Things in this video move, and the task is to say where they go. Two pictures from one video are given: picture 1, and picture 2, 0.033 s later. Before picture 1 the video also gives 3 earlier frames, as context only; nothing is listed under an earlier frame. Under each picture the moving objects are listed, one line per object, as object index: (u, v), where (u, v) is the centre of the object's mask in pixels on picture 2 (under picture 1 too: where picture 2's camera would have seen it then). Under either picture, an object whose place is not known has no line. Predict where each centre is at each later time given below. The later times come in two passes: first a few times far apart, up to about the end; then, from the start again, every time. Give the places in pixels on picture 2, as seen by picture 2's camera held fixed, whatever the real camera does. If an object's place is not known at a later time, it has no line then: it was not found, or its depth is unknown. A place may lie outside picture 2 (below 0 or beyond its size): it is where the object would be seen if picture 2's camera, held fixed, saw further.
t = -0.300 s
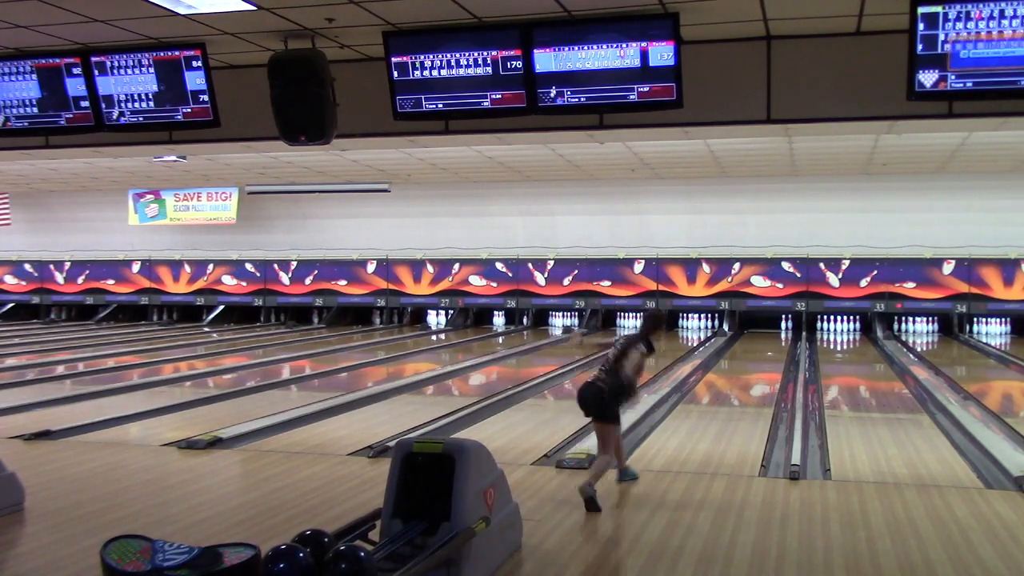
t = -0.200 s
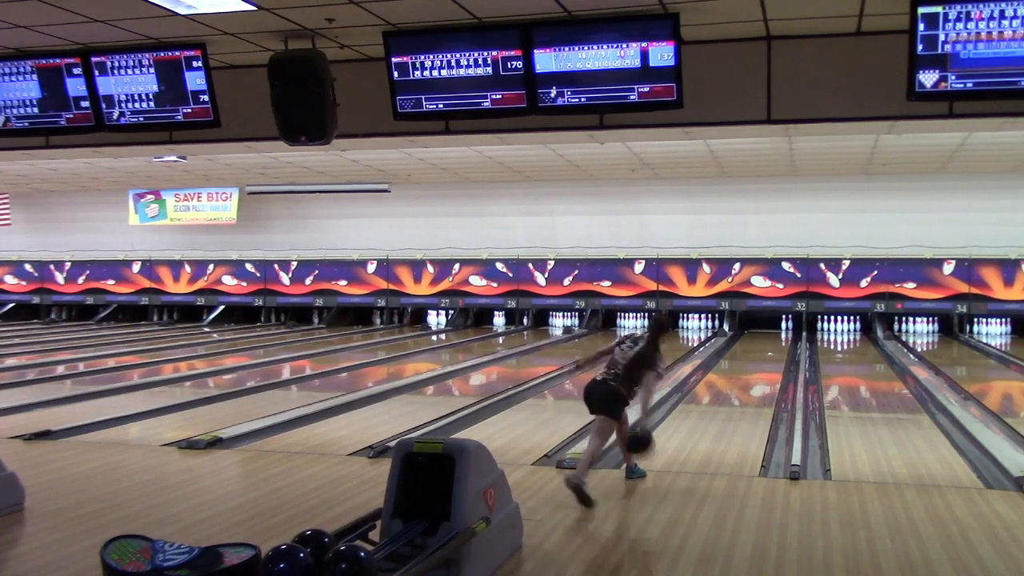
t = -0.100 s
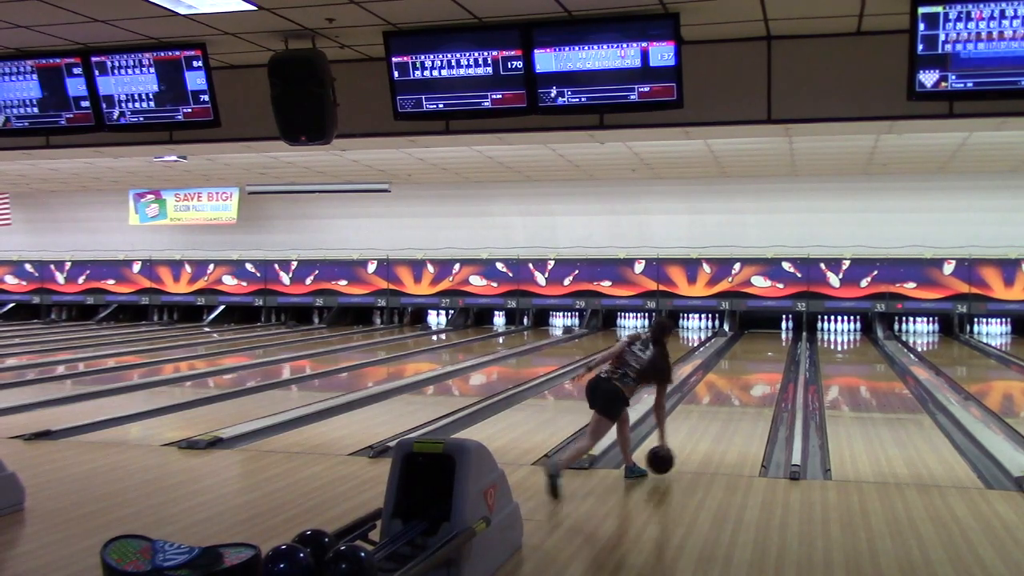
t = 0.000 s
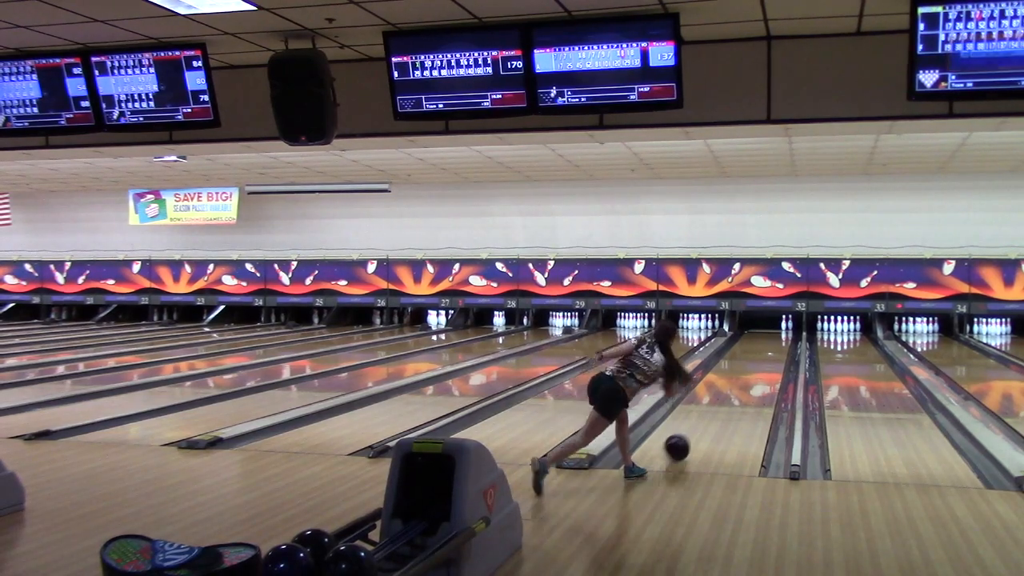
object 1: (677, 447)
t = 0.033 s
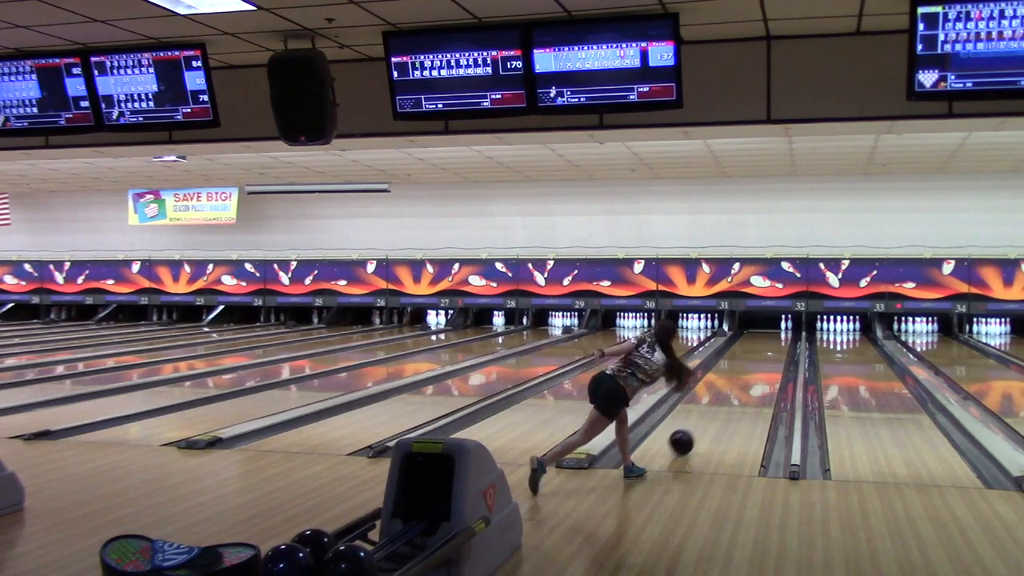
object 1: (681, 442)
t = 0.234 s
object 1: (705, 417)
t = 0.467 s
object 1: (726, 395)
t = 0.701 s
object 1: (741, 379)
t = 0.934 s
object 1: (753, 367)
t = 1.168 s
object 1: (762, 357)
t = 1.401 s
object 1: (769, 349)
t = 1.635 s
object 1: (775, 342)
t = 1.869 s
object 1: (779, 336)
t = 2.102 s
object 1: (783, 332)
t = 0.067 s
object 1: (686, 437)
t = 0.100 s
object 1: (690, 433)
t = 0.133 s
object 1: (695, 428)
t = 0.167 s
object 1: (698, 424)
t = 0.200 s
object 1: (702, 420)
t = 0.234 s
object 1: (705, 417)
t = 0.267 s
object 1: (709, 413)
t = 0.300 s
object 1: (712, 410)
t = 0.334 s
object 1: (715, 407)
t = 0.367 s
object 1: (718, 403)
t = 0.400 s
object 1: (721, 400)
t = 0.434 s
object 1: (723, 398)
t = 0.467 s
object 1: (726, 395)
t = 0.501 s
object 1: (729, 392)
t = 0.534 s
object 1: (731, 390)
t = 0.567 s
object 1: (733, 388)
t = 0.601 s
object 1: (735, 385)
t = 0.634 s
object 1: (737, 383)
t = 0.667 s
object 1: (739, 381)
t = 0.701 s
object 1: (741, 379)
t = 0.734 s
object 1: (743, 377)
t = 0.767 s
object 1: (745, 375)
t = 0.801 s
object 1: (746, 373)
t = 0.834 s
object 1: (748, 372)
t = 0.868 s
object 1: (750, 370)
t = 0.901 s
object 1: (751, 368)
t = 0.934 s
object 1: (753, 367)
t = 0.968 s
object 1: (754, 365)
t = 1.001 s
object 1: (755, 364)
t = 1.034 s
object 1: (757, 362)
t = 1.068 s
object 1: (758, 361)
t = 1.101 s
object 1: (759, 360)
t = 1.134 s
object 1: (760, 358)
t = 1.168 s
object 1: (762, 357)
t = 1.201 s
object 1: (763, 355)
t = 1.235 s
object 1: (764, 354)
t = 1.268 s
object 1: (765, 353)
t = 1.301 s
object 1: (766, 352)
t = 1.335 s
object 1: (767, 351)
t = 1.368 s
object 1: (768, 349)
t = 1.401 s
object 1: (769, 349)
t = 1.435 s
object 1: (770, 347)
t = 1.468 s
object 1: (771, 347)
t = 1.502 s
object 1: (772, 345)
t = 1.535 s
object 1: (773, 344)
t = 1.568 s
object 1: (773, 344)
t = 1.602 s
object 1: (774, 343)
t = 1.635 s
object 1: (775, 342)
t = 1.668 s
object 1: (775, 341)
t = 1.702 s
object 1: (776, 340)
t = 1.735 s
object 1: (777, 340)
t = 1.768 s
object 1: (778, 339)
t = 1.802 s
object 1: (778, 338)
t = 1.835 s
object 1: (779, 337)
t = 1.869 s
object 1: (779, 336)
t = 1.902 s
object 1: (780, 336)
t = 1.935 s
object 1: (781, 335)
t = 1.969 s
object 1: (781, 334)
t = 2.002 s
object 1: (782, 333)
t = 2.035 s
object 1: (782, 333)
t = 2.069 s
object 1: (782, 332)
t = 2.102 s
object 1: (783, 332)
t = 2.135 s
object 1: (783, 331)
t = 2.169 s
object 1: (784, 330)
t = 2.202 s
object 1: (784, 330)
